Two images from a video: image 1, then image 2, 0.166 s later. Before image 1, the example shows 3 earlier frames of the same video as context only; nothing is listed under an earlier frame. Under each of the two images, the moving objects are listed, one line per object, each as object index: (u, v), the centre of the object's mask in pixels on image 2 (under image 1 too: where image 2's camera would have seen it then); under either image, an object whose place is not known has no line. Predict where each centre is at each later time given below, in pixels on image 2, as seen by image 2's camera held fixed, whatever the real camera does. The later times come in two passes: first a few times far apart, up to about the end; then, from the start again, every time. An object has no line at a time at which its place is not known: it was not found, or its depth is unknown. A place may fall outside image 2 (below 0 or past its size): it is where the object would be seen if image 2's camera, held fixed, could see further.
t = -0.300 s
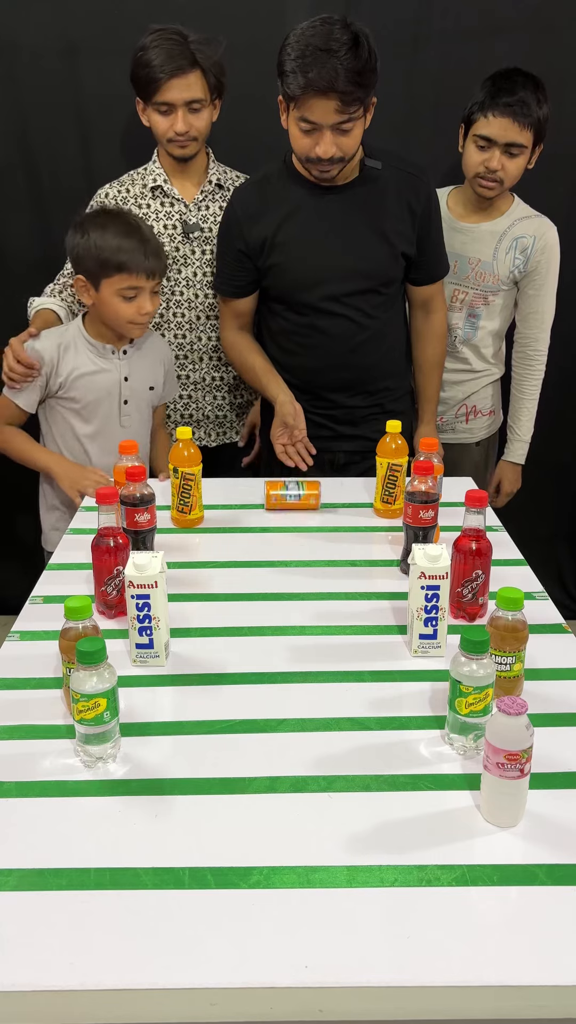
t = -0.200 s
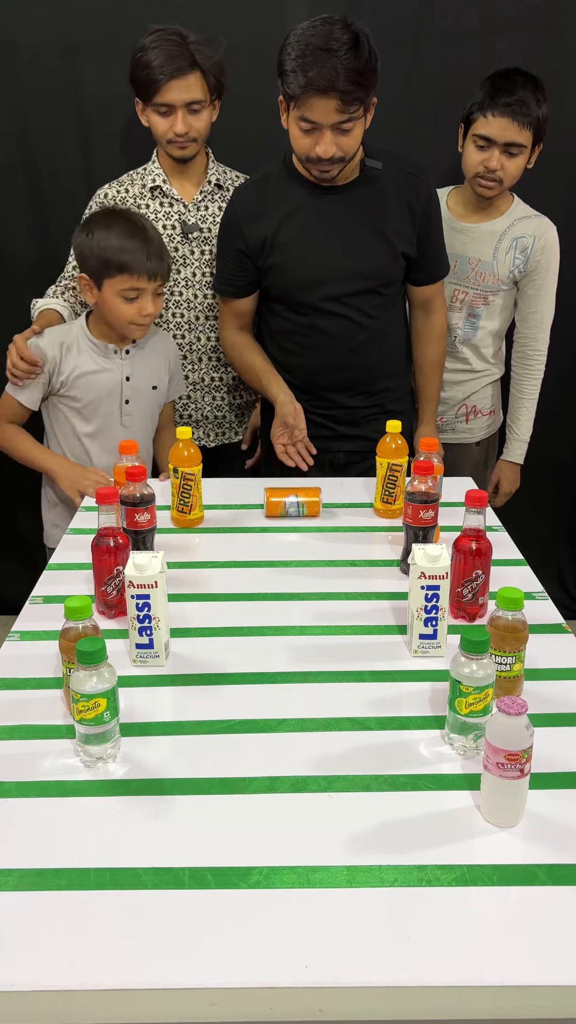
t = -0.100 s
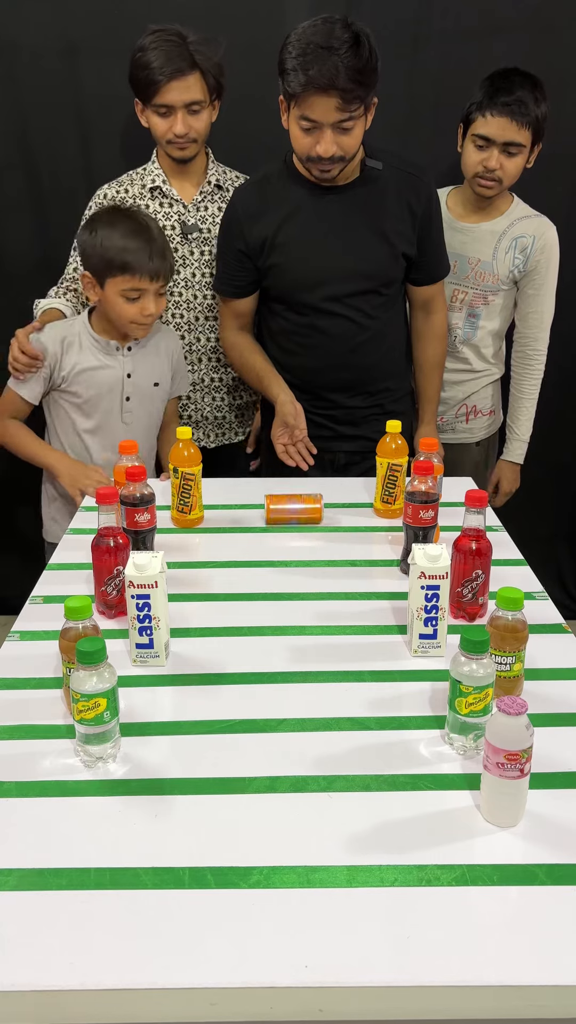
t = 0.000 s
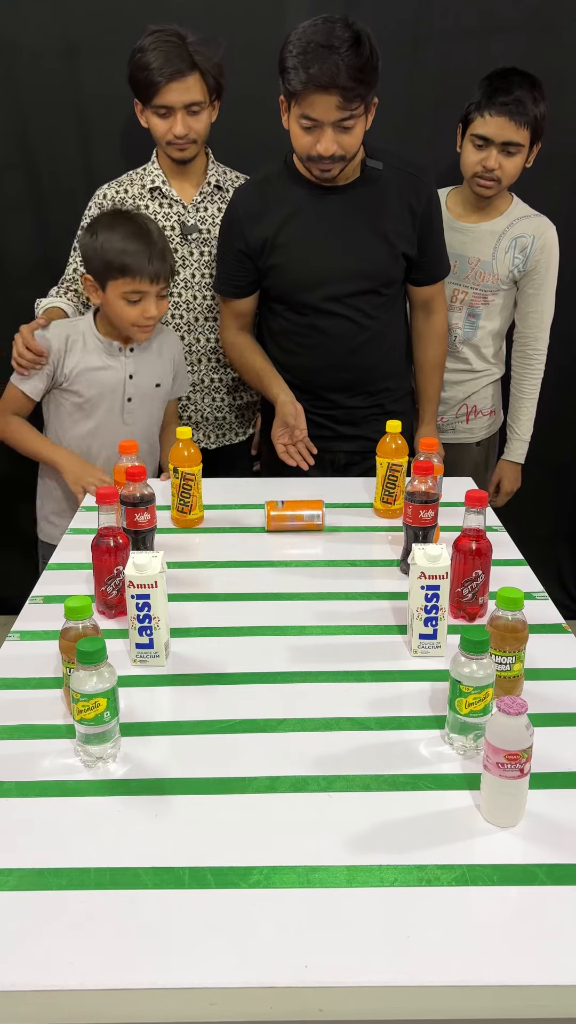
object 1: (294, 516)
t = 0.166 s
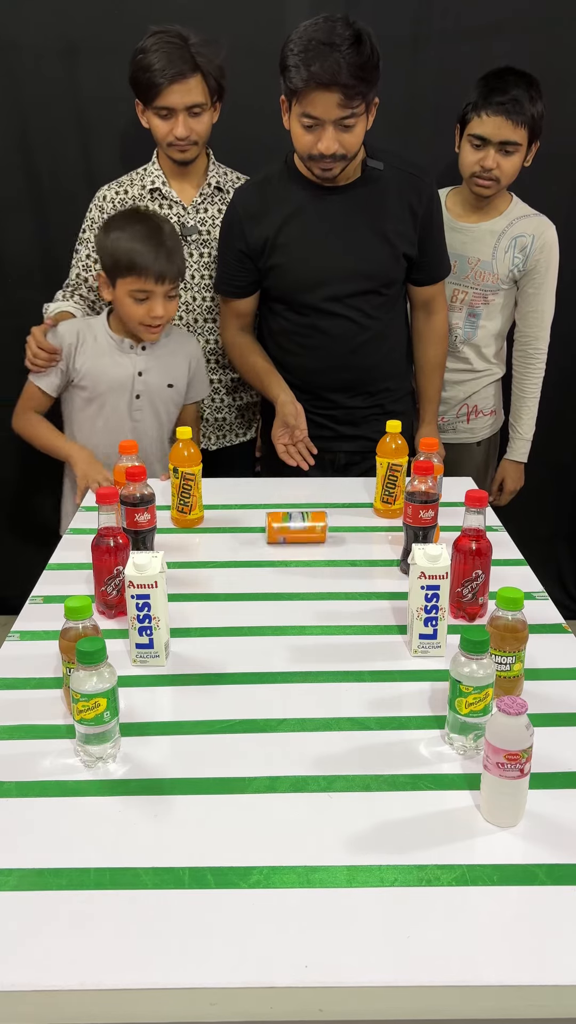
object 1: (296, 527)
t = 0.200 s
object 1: (297, 530)
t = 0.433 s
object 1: (299, 546)
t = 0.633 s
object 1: (301, 561)
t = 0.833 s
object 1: (304, 577)
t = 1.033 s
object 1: (306, 592)
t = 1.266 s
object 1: (308, 611)
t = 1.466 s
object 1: (311, 628)
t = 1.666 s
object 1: (313, 647)
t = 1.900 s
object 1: (315, 667)
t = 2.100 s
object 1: (317, 686)
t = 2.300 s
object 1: (320, 707)
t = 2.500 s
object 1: (322, 727)
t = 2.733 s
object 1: (325, 750)
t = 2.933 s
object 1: (327, 771)
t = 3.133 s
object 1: (330, 794)
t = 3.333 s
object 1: (333, 819)
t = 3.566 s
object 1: (336, 845)
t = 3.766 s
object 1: (338, 866)
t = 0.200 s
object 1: (297, 530)
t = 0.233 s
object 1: (297, 532)
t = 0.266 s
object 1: (298, 535)
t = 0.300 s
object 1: (298, 537)
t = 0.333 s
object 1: (298, 540)
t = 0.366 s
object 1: (299, 542)
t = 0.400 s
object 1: (299, 545)
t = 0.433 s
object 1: (299, 546)
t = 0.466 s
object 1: (300, 549)
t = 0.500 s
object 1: (300, 551)
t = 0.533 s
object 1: (301, 554)
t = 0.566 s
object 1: (301, 556)
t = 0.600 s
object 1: (301, 559)
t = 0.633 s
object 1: (301, 561)
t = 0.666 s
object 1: (302, 564)
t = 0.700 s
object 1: (302, 566)
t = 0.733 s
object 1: (303, 569)
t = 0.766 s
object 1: (303, 571)
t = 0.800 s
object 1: (303, 574)
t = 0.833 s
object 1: (304, 577)
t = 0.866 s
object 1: (304, 579)
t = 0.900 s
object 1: (305, 582)
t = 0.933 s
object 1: (305, 585)
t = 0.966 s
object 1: (305, 587)
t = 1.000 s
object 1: (305, 590)
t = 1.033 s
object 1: (306, 592)
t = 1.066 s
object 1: (306, 595)
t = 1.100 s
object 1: (307, 598)
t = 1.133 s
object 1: (307, 600)
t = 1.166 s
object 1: (307, 603)
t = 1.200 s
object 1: (308, 605)
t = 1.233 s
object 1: (308, 608)
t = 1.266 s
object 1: (308, 611)
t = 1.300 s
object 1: (309, 613)
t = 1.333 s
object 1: (309, 616)
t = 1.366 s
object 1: (309, 619)
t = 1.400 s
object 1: (310, 622)
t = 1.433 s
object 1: (310, 625)
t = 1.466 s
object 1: (311, 628)
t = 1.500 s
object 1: (311, 632)
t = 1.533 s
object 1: (311, 634)
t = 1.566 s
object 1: (312, 638)
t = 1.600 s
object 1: (312, 641)
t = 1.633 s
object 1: (312, 644)
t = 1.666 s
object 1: (313, 647)
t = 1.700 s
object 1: (313, 649)
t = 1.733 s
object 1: (313, 652)
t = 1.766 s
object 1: (314, 655)
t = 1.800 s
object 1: (314, 659)
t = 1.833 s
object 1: (315, 661)
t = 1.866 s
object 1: (315, 664)
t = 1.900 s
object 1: (315, 667)
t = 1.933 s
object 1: (315, 670)
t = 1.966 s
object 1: (316, 673)
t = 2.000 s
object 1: (316, 676)
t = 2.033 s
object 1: (317, 679)
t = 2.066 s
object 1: (317, 683)
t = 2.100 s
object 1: (317, 686)
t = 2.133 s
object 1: (318, 690)
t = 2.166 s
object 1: (318, 693)
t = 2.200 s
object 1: (319, 696)
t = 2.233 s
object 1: (319, 699)
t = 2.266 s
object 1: (320, 703)
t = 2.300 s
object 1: (320, 707)
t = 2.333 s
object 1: (320, 710)
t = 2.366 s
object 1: (321, 713)
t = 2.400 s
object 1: (321, 717)
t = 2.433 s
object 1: (321, 720)
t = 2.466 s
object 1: (322, 724)
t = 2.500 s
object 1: (322, 727)
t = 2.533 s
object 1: (323, 730)
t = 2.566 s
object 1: (323, 734)
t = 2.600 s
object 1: (324, 737)
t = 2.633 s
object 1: (324, 741)
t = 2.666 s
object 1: (324, 744)
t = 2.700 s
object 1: (325, 747)
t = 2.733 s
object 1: (325, 750)
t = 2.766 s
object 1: (325, 753)
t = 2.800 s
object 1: (326, 757)
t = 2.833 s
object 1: (326, 760)
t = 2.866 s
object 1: (327, 763)
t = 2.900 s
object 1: (327, 767)
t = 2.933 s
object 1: (327, 771)
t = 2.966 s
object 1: (328, 774)
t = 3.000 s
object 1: (328, 779)
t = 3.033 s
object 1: (328, 783)
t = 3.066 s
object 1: (329, 786)
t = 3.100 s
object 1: (329, 790)
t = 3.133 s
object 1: (330, 794)
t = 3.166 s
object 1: (330, 798)
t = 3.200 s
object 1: (331, 803)
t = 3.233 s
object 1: (331, 807)
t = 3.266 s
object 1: (332, 811)
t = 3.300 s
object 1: (332, 815)
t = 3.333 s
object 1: (333, 819)
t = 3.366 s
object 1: (333, 823)
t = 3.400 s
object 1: (333, 827)
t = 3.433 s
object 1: (334, 830)
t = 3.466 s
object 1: (335, 834)
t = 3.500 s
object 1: (335, 838)
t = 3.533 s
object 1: (335, 842)
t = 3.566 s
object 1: (336, 845)
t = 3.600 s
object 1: (336, 849)
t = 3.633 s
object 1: (336, 853)
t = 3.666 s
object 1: (337, 856)
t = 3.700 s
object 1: (337, 859)
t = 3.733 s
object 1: (337, 863)
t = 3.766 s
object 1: (338, 866)
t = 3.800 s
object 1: (338, 871)
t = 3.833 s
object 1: (339, 874)
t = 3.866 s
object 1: (339, 878)
